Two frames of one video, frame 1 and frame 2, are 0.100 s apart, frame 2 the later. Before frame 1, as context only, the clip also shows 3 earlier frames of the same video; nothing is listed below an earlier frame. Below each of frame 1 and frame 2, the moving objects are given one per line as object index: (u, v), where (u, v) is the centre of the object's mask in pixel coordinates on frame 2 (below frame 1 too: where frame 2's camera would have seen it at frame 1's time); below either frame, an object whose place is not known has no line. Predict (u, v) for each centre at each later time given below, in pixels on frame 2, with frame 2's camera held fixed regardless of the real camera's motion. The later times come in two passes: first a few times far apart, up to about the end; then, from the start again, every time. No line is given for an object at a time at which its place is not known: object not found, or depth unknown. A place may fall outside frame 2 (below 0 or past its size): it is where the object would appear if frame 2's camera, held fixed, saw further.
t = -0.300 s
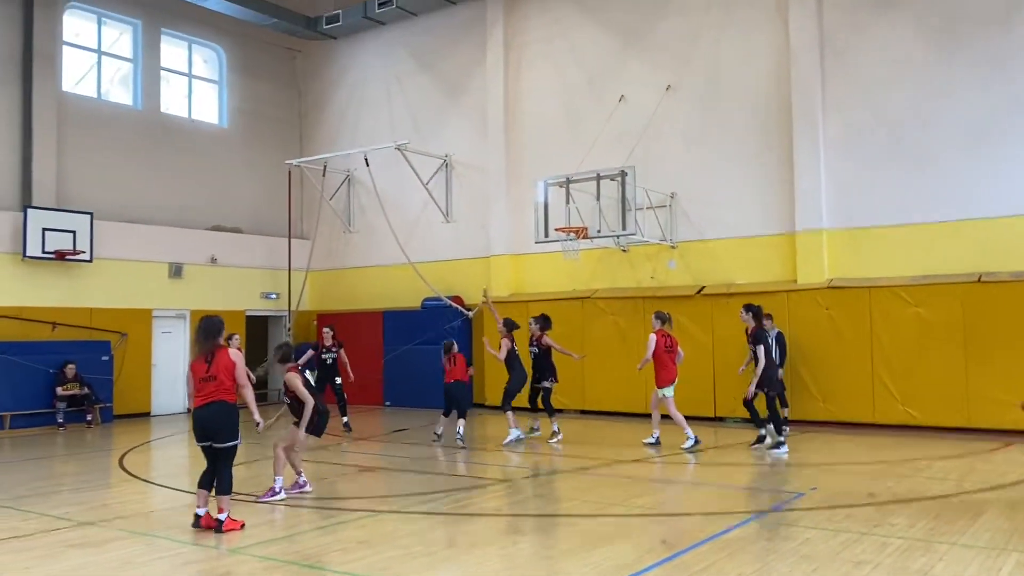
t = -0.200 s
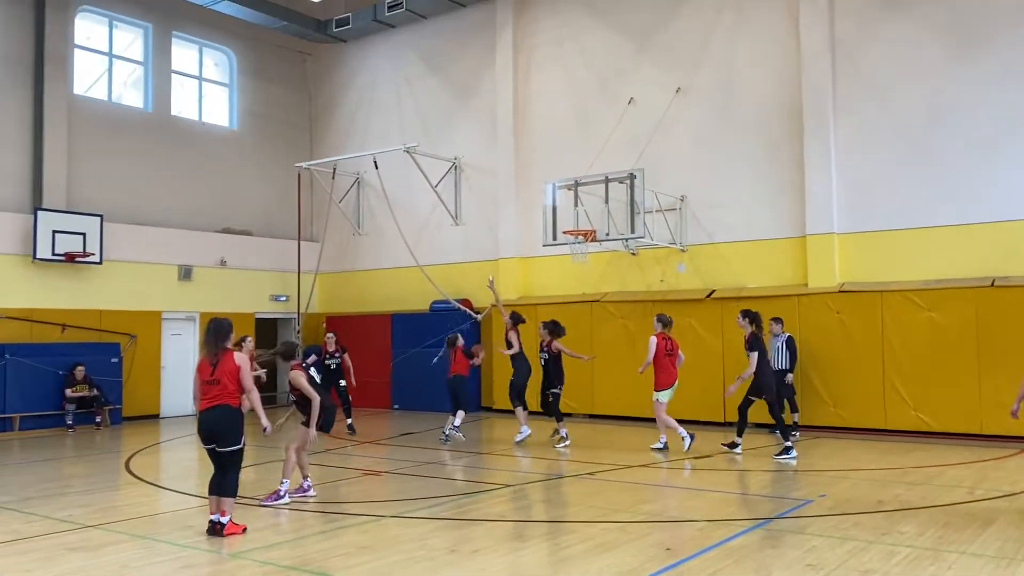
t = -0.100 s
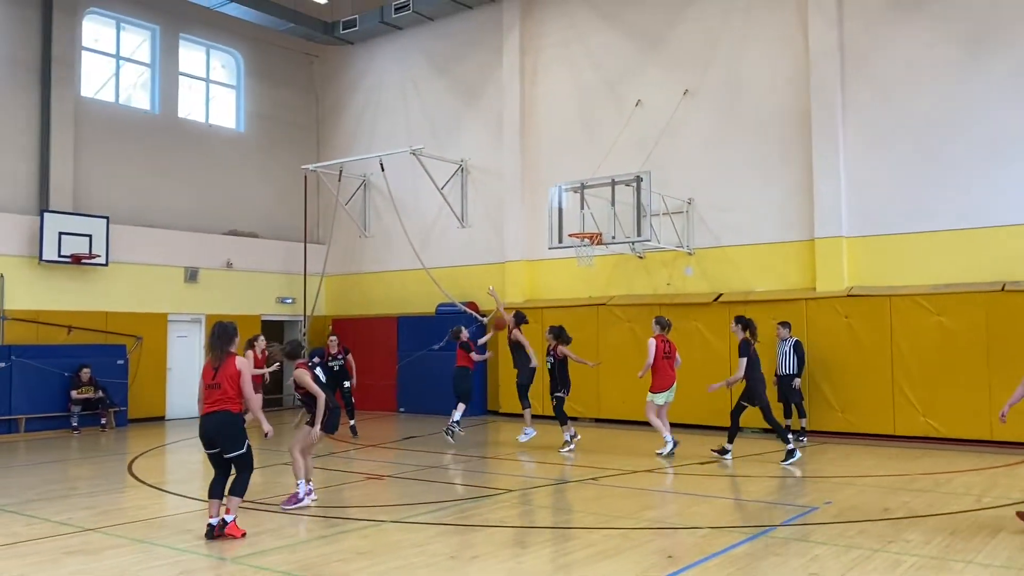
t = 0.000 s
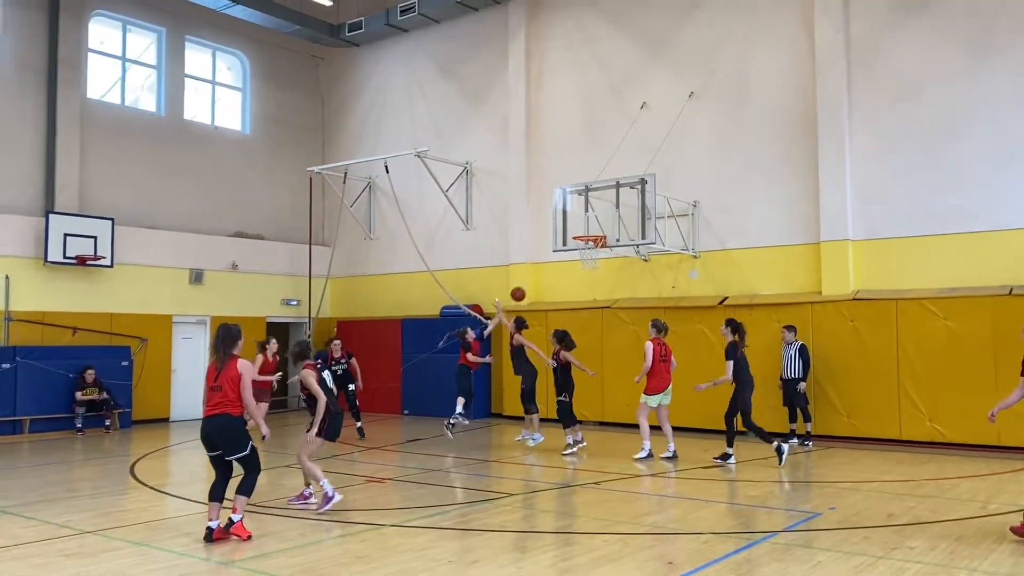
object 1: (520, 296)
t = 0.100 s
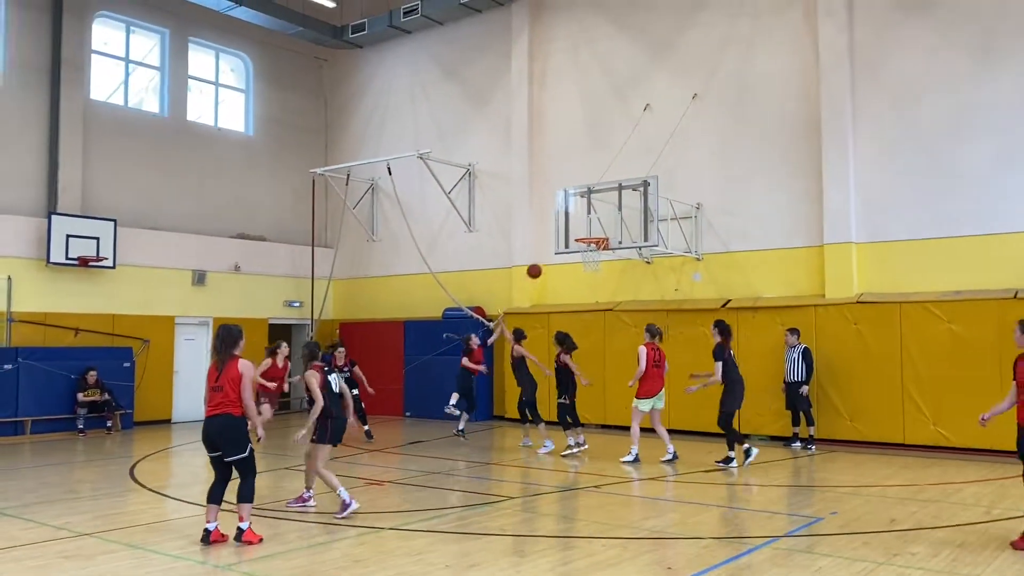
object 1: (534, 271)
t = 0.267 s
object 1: (557, 243)
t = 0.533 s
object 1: (581, 230)
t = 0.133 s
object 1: (538, 263)
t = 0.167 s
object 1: (542, 257)
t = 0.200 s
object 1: (547, 252)
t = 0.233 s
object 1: (552, 247)
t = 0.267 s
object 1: (557, 243)
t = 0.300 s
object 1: (562, 240)
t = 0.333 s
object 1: (566, 237)
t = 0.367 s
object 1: (571, 235)
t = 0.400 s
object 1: (575, 233)
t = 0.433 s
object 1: (580, 232)
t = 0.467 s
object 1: (581, 231)
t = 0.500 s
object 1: (581, 230)
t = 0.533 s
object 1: (581, 230)
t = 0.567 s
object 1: (581, 230)
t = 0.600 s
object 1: (581, 231)
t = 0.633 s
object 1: (581, 232)
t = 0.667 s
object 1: (581, 233)
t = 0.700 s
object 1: (583, 234)
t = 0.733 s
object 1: (585, 241)
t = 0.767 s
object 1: (586, 244)
